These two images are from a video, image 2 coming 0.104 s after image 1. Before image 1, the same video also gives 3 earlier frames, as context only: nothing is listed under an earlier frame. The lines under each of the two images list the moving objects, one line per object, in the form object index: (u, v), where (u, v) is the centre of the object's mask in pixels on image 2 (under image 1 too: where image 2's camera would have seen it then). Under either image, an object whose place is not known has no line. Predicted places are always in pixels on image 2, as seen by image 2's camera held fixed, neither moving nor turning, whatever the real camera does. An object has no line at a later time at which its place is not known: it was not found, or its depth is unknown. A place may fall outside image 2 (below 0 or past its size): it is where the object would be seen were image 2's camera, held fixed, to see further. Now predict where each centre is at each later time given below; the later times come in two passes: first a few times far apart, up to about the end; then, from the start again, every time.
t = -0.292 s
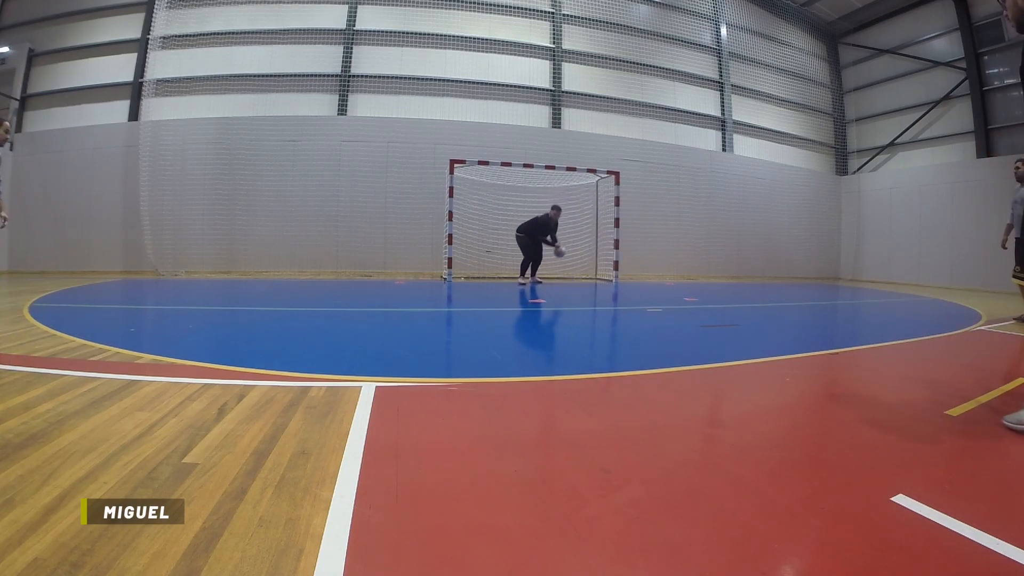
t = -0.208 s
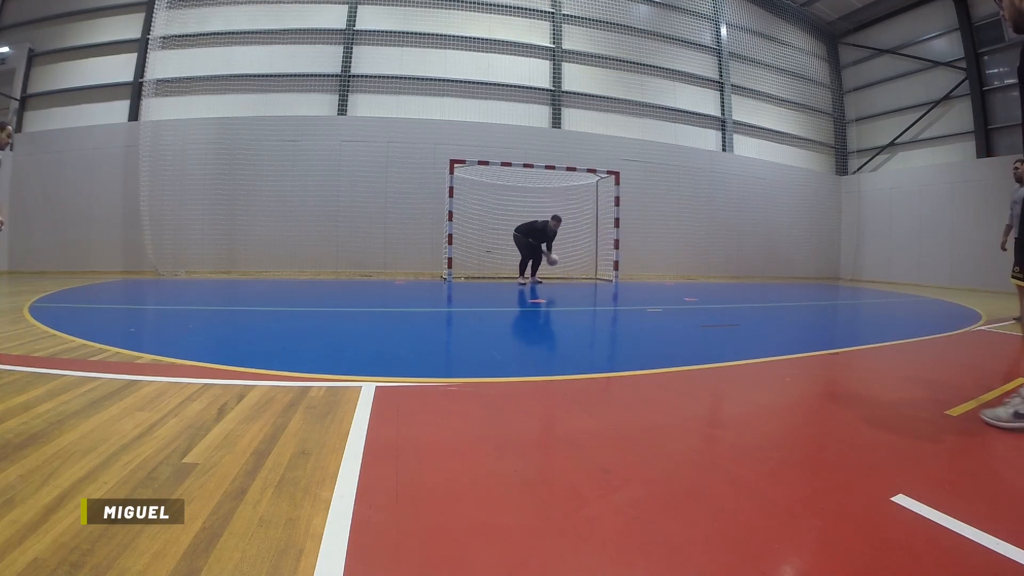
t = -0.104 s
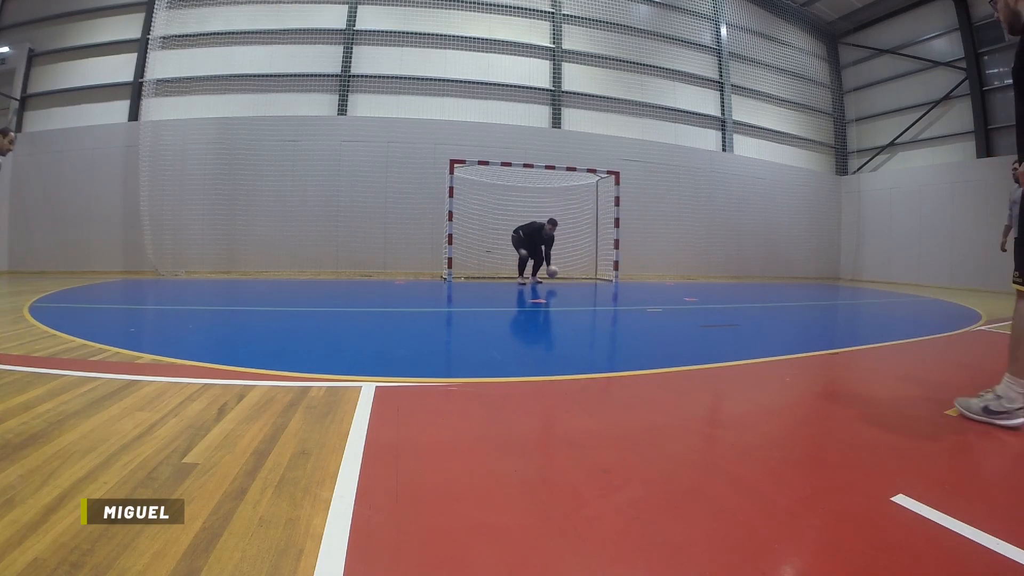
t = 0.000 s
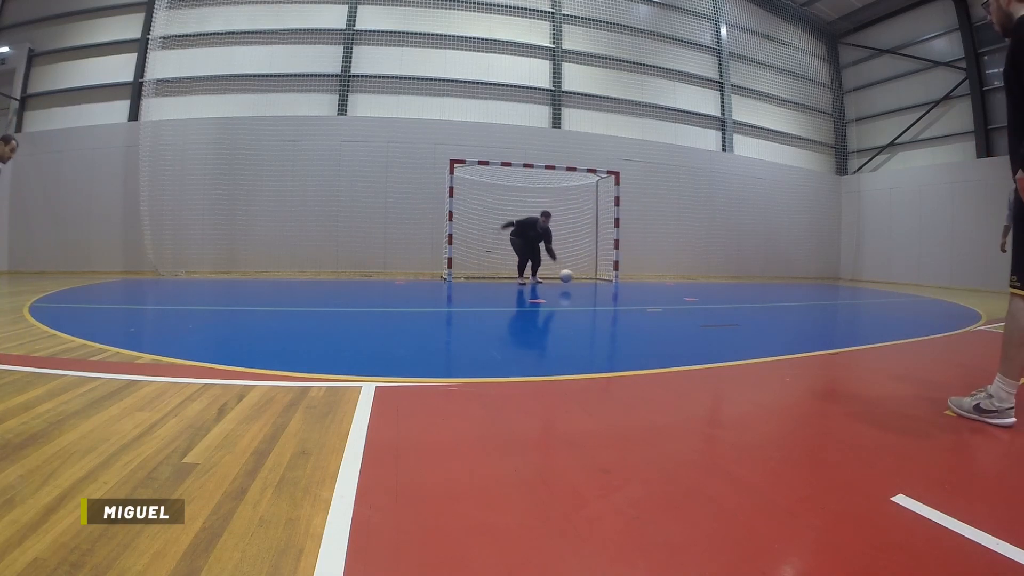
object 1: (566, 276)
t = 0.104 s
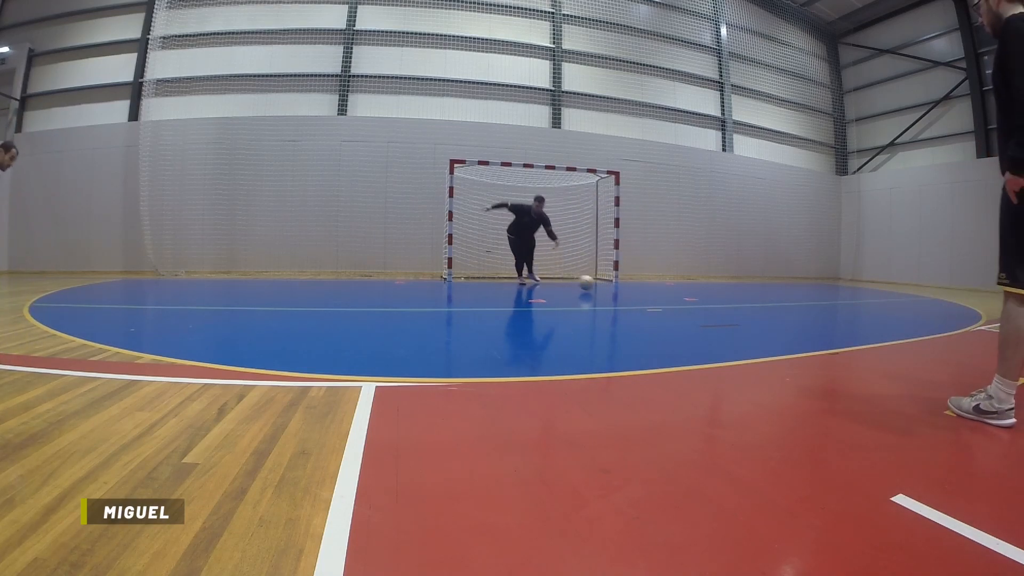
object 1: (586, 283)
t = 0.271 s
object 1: (624, 289)
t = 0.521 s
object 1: (701, 301)
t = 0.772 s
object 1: (816, 319)
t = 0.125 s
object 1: (590, 285)
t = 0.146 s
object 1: (595, 285)
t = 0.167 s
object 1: (599, 285)
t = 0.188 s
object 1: (604, 285)
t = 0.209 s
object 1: (608, 285)
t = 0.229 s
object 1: (614, 287)
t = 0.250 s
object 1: (619, 288)
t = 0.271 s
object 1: (624, 289)
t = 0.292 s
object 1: (630, 291)
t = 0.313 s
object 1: (636, 291)
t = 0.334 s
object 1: (641, 291)
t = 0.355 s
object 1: (647, 291)
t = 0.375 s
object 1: (653, 292)
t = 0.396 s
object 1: (659, 293)
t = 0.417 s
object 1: (665, 295)
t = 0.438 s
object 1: (672, 297)
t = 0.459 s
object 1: (679, 298)
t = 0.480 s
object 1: (686, 298)
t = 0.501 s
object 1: (694, 299)
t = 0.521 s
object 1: (701, 301)
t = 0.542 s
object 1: (709, 302)
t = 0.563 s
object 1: (717, 304)
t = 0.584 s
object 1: (726, 304)
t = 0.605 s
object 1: (734, 305)
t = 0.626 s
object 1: (744, 307)
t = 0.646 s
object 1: (753, 310)
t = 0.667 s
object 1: (763, 311)
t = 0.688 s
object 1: (773, 312)
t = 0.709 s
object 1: (783, 314)
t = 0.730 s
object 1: (794, 315)
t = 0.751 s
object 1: (805, 317)
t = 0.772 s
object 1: (816, 319)
